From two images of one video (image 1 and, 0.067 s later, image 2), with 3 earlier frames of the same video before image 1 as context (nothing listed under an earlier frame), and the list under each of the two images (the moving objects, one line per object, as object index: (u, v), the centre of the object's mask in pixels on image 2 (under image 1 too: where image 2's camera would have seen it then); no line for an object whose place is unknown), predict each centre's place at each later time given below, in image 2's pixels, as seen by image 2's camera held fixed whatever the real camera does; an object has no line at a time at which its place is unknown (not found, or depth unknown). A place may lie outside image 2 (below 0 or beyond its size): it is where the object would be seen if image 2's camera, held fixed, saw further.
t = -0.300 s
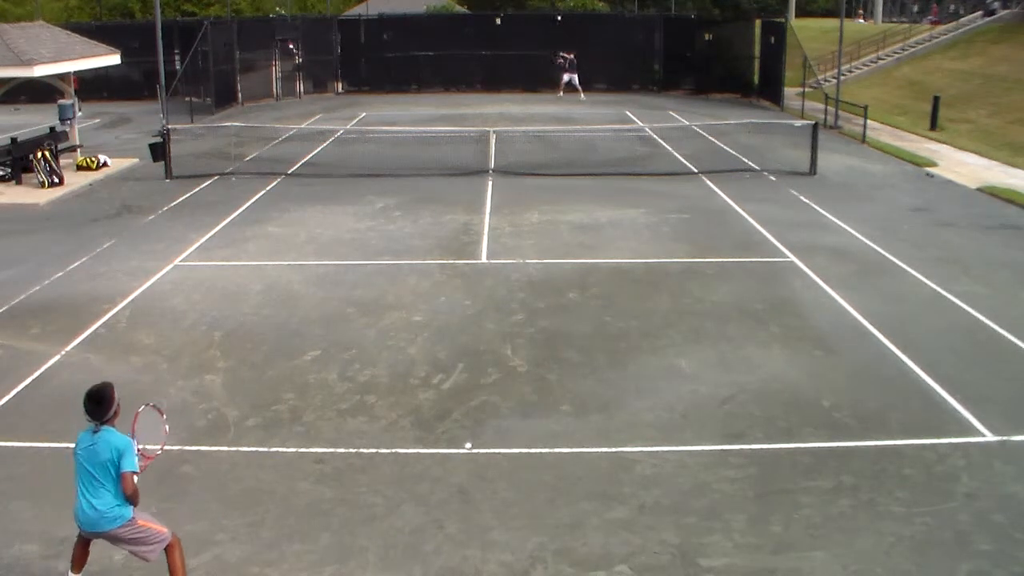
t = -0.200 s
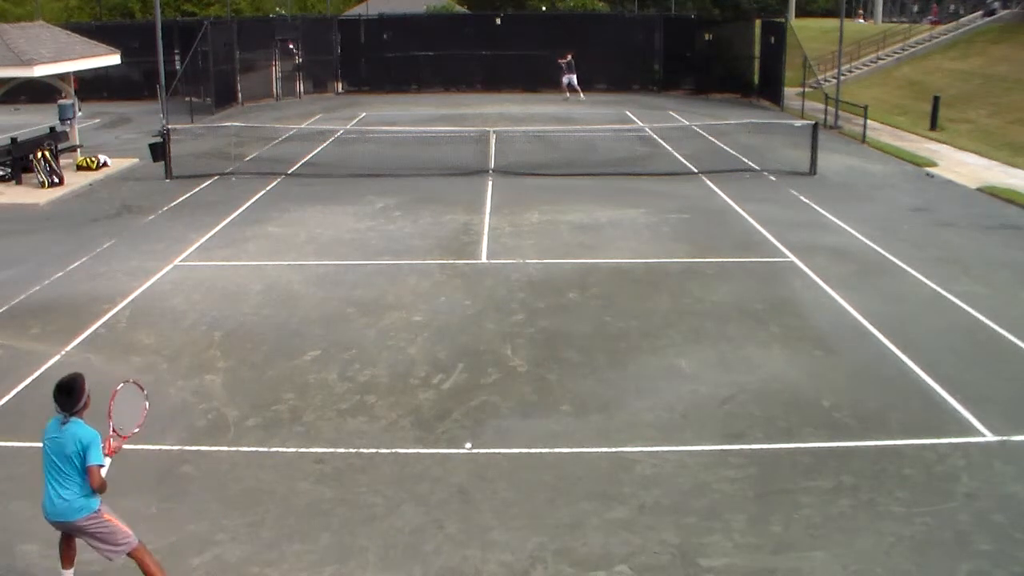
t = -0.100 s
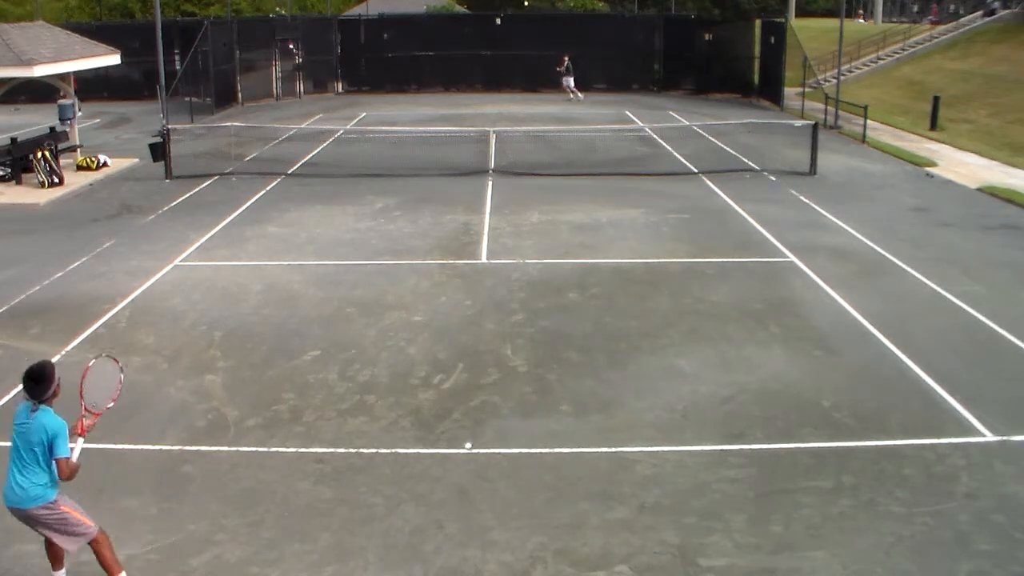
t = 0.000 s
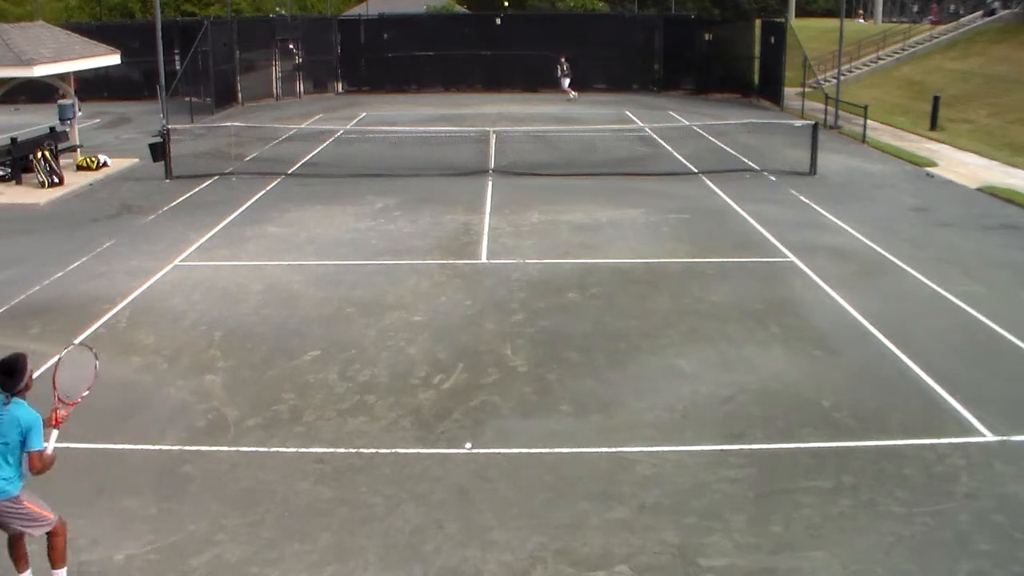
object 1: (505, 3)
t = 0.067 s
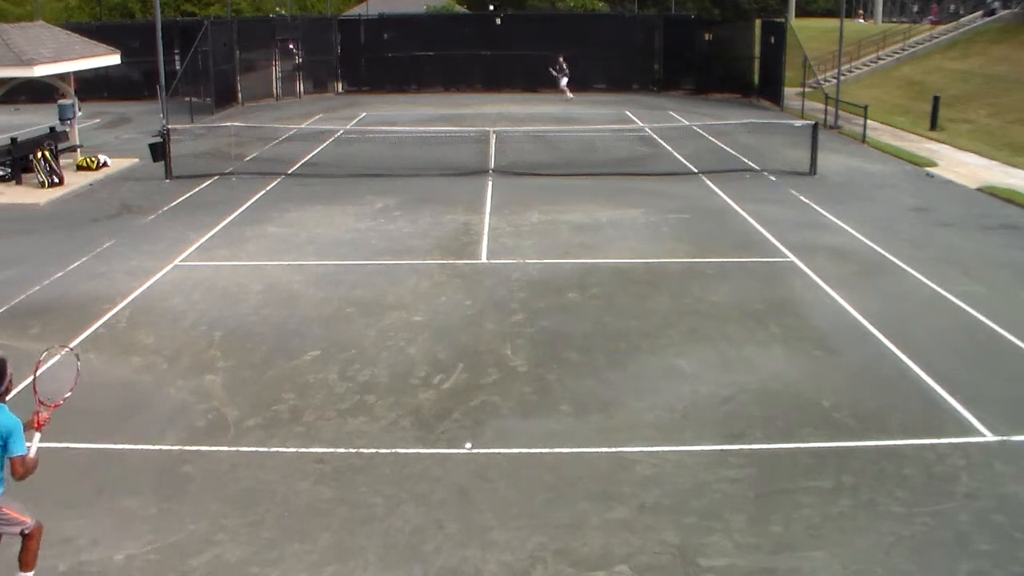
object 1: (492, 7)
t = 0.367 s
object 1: (405, 74)
